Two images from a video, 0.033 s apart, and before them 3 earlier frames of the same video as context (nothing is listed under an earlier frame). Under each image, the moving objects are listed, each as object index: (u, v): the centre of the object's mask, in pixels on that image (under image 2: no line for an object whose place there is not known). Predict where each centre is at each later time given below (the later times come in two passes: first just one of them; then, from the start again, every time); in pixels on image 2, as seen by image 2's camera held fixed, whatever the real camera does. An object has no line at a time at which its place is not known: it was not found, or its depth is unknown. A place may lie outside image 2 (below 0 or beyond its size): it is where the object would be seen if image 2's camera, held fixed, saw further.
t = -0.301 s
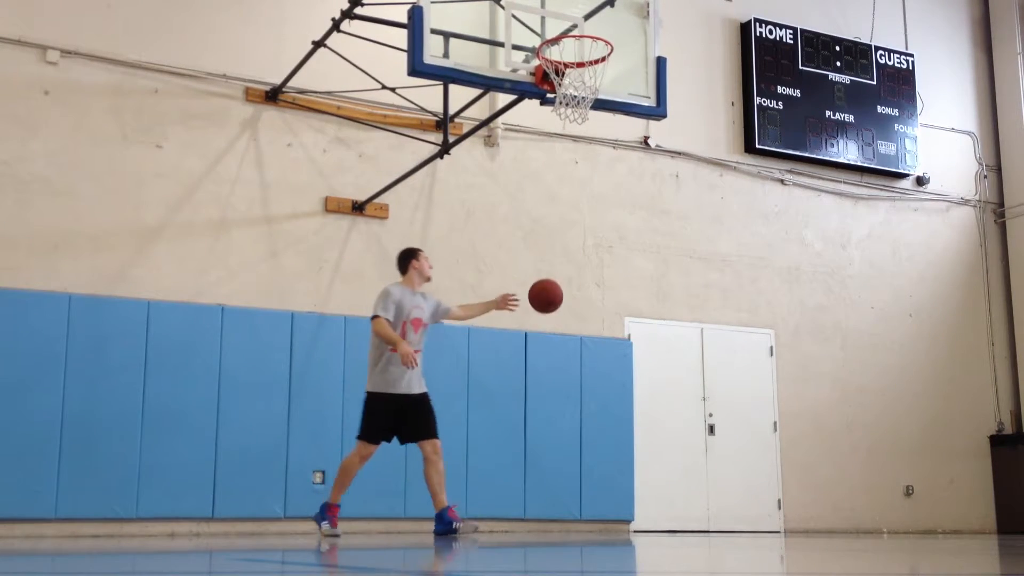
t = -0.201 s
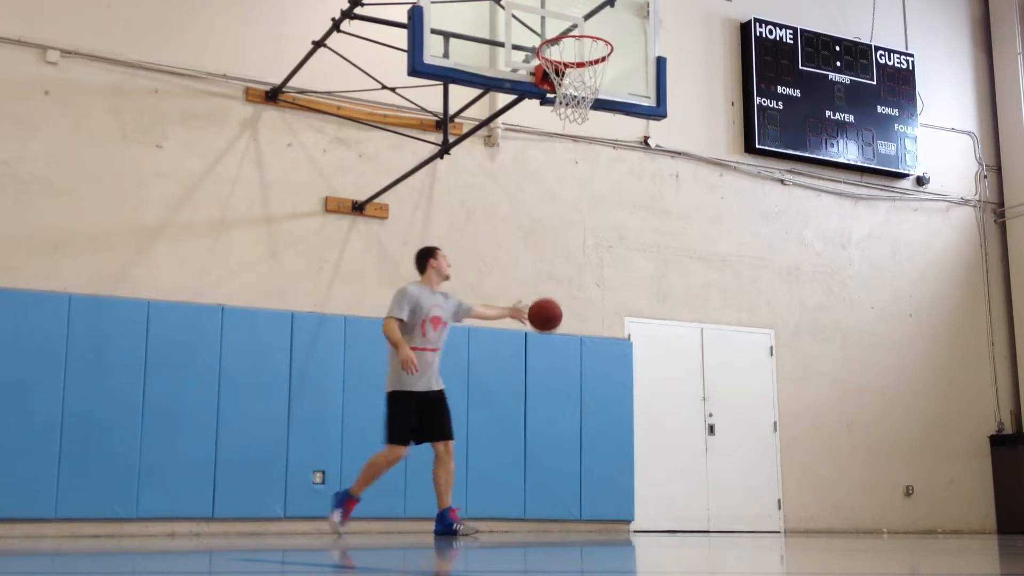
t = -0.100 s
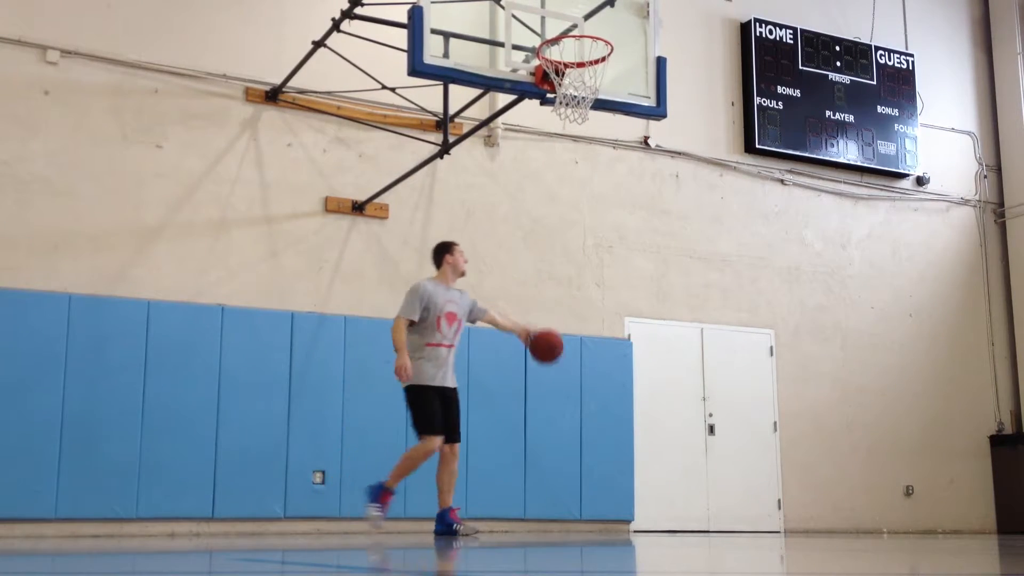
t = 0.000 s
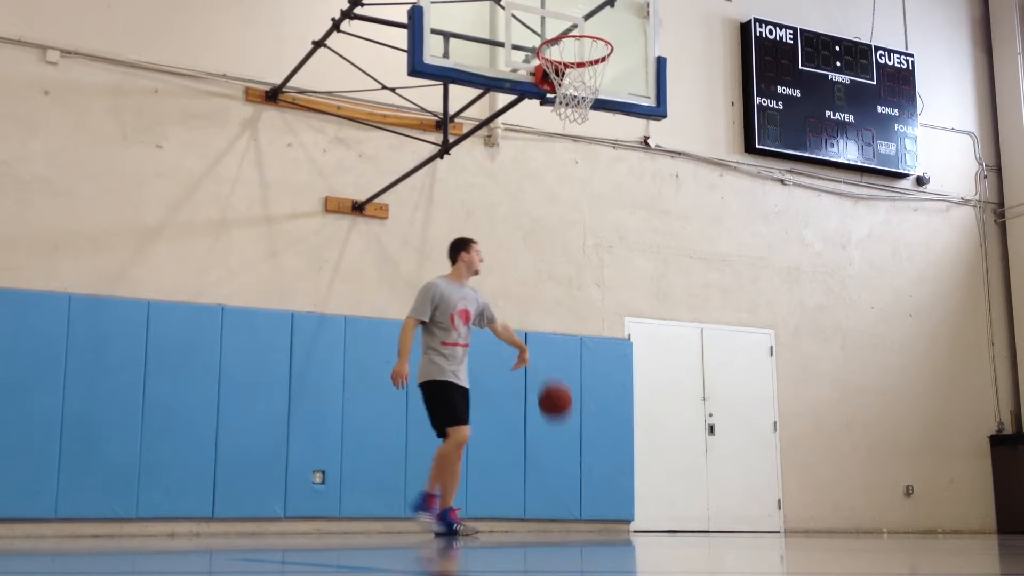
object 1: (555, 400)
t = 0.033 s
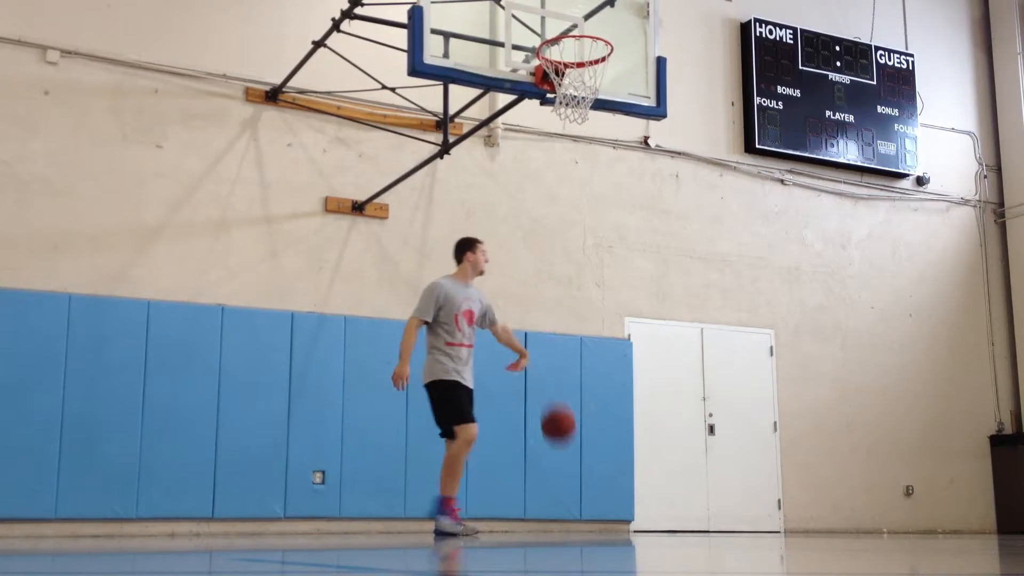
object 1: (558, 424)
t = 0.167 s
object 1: (569, 506)
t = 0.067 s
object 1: (562, 449)
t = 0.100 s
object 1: (565, 476)
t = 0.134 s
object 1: (568, 505)
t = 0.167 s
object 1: (569, 506)
